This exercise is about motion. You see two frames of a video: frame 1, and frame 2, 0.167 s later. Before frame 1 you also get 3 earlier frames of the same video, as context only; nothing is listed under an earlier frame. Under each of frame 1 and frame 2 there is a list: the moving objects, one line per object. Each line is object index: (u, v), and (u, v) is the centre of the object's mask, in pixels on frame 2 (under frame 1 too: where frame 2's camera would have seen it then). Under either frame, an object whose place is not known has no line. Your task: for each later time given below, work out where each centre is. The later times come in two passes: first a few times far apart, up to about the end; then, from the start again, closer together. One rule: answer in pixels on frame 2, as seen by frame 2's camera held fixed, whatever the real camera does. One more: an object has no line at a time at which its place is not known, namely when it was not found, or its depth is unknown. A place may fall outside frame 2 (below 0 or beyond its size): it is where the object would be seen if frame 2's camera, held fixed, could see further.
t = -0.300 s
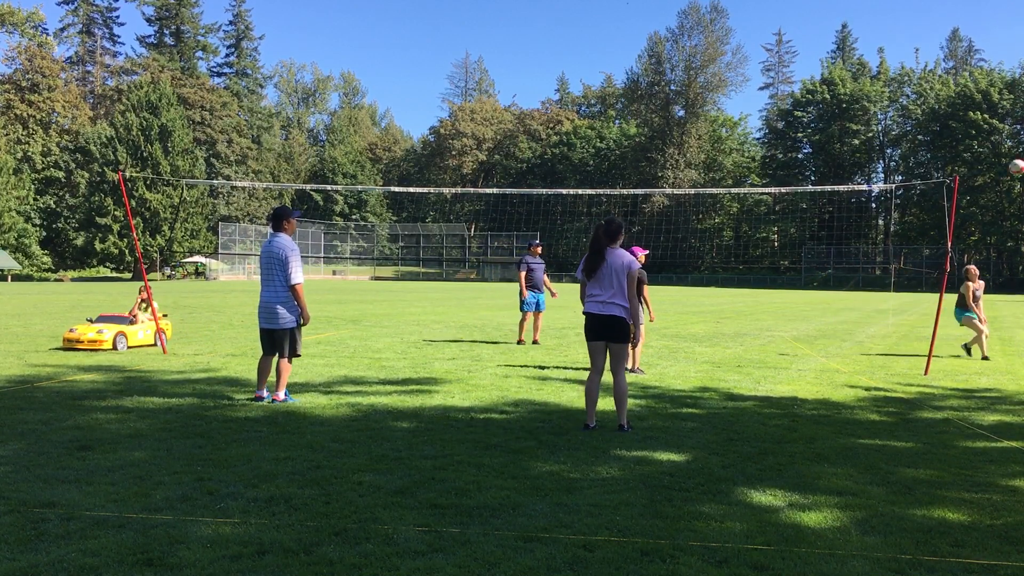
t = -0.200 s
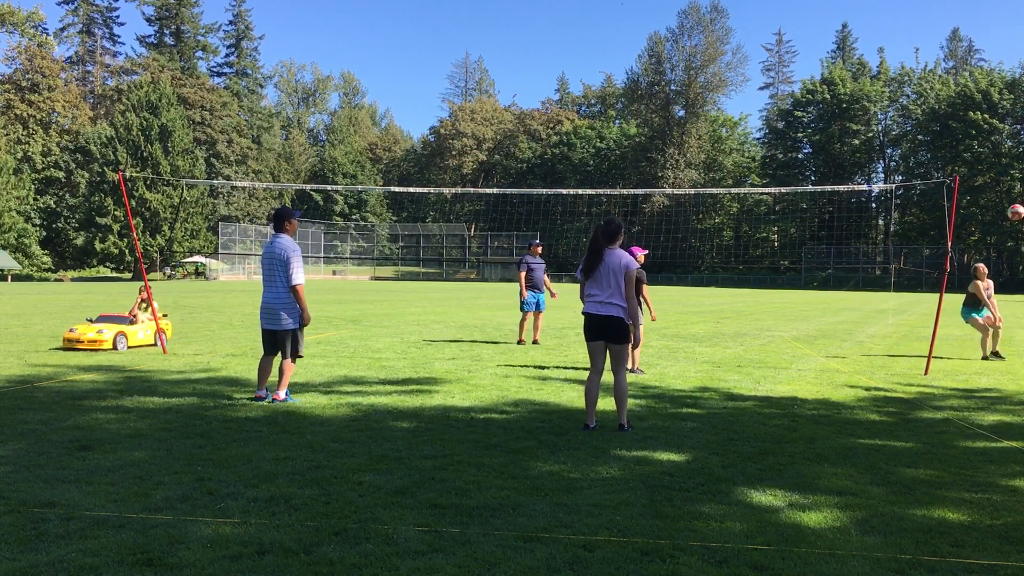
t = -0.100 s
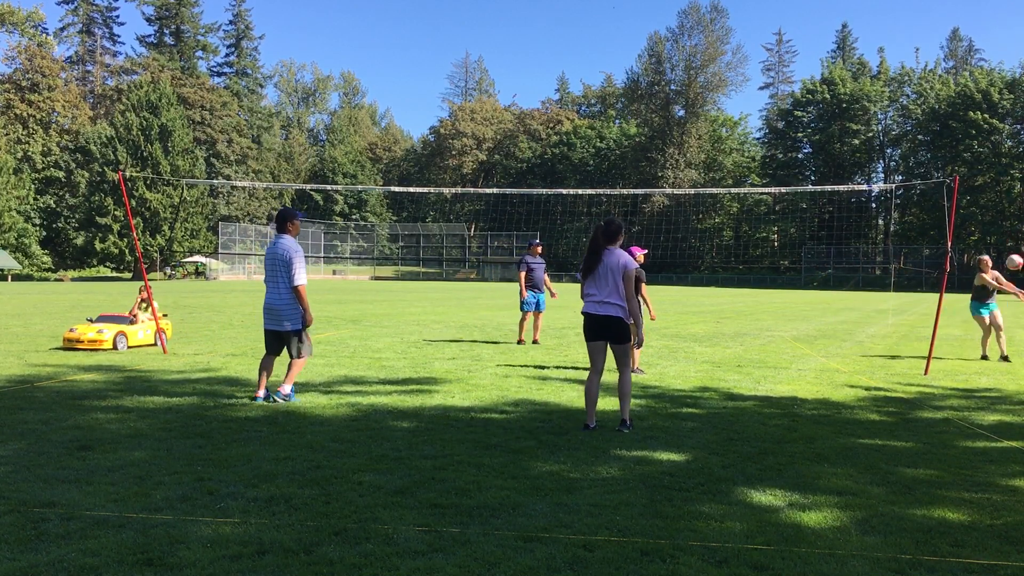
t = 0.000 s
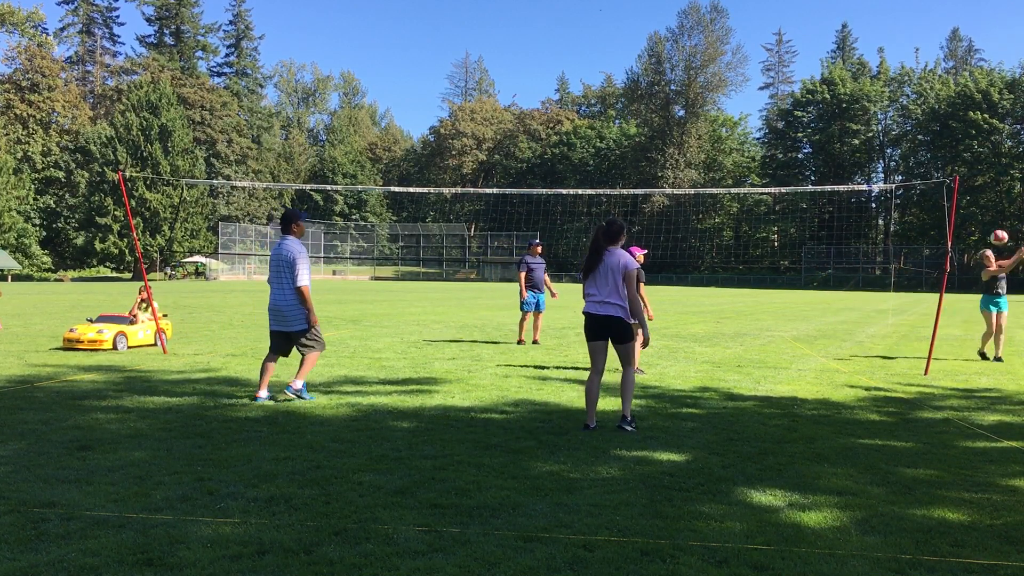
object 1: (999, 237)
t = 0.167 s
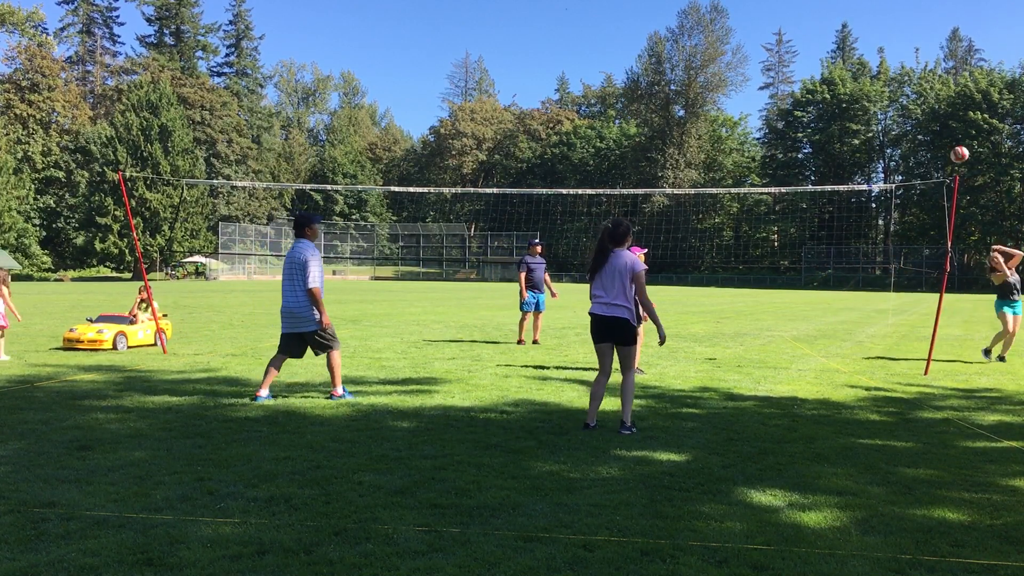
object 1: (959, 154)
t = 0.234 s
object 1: (942, 125)
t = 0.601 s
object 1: (830, 16)
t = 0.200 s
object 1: (951, 139)
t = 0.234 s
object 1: (942, 125)
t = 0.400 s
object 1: (895, 64)
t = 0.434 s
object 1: (884, 54)
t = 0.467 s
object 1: (875, 45)
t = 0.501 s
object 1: (864, 36)
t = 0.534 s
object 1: (854, 28)
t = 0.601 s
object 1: (830, 16)
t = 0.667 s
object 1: (807, 8)
